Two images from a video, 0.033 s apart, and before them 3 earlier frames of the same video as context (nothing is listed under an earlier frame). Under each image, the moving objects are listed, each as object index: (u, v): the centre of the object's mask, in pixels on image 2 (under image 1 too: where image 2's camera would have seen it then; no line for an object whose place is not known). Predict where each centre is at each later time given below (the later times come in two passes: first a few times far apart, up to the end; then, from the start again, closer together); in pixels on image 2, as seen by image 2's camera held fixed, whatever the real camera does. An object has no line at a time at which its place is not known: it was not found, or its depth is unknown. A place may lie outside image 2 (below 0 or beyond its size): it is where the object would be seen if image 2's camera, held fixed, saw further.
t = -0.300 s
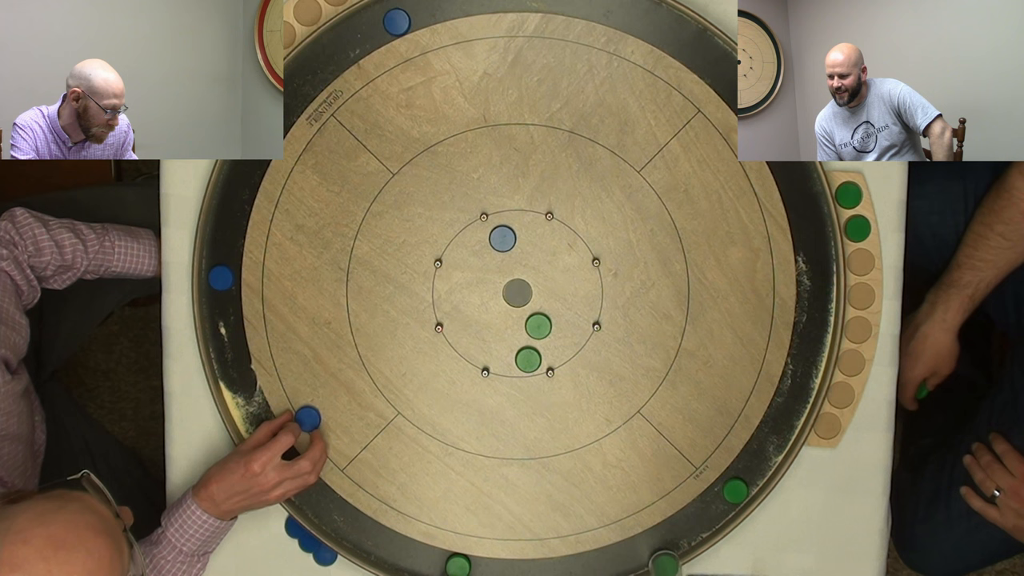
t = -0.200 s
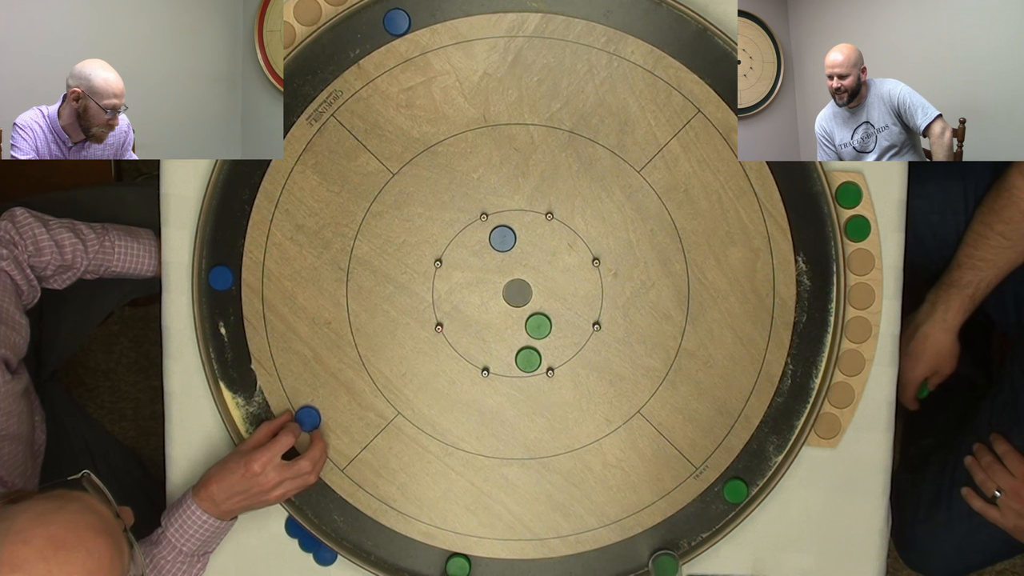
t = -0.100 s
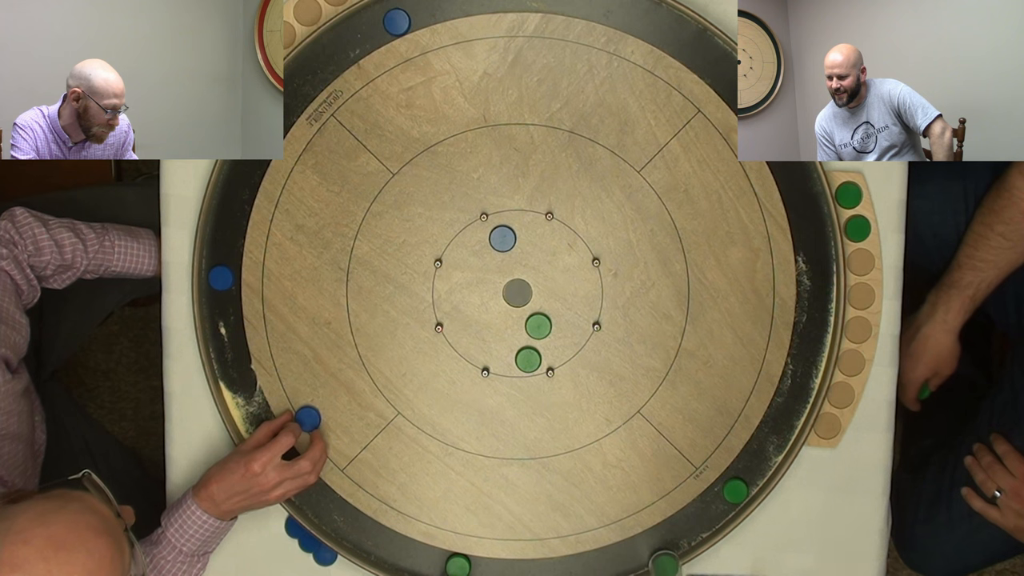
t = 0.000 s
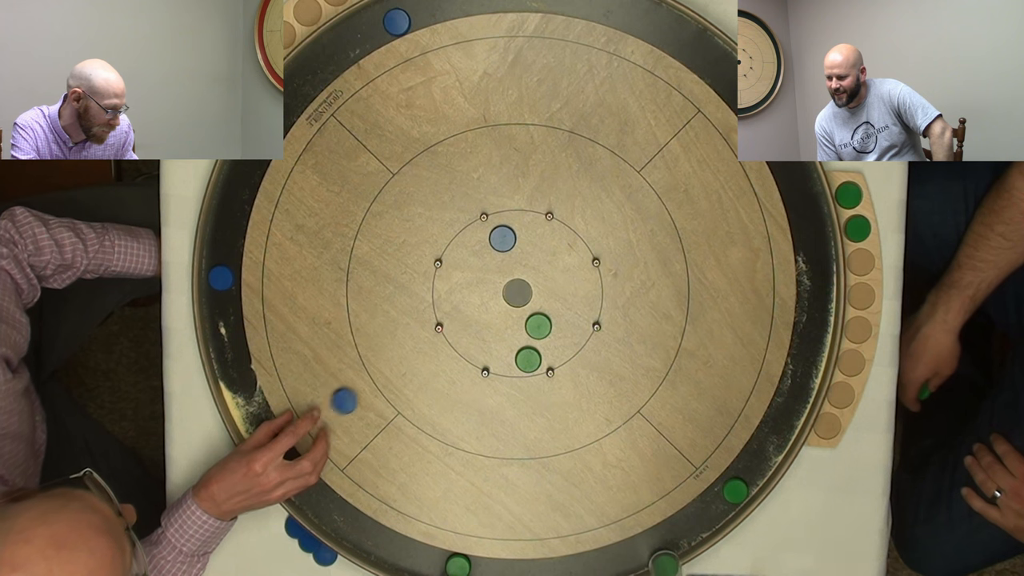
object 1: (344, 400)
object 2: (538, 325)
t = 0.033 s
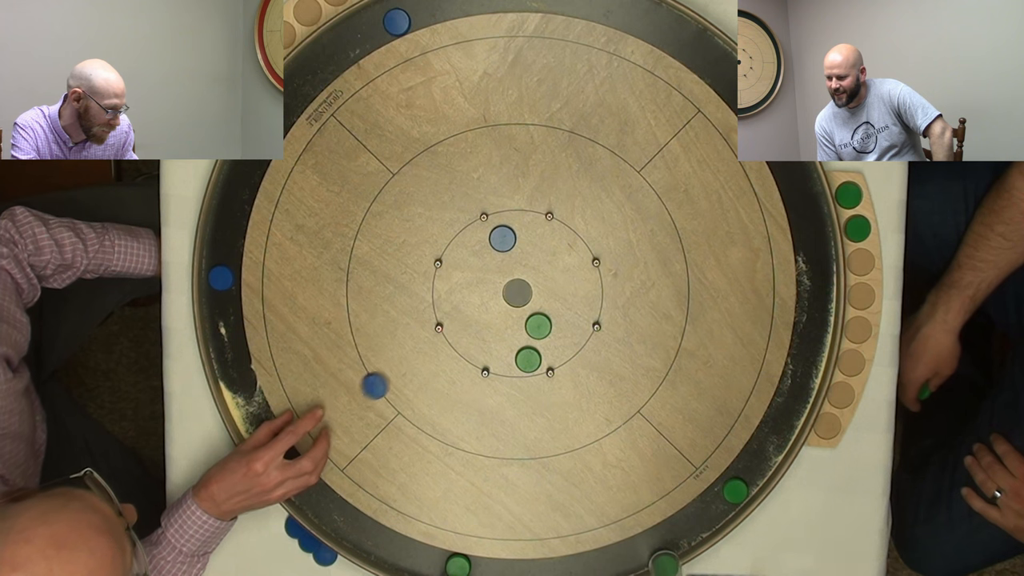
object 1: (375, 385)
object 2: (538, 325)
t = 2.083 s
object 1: (533, 239)
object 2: (569, 369)
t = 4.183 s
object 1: (533, 239)
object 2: (569, 369)
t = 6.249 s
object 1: (533, 239)
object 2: (569, 369)
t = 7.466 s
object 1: (533, 239)
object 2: (569, 369)
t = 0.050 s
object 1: (390, 378)
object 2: (538, 325)
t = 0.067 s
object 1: (405, 370)
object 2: (538, 325)
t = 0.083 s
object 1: (420, 363)
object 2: (538, 325)
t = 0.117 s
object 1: (449, 348)
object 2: (538, 325)
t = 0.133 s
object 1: (463, 341)
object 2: (538, 325)
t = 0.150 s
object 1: (477, 334)
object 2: (538, 325)
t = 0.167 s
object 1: (490, 328)
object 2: (538, 325)
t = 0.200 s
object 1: (514, 314)
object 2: (541, 326)
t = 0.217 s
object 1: (518, 306)
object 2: (550, 328)
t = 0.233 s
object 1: (522, 298)
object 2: (558, 330)
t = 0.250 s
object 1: (525, 290)
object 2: (566, 332)
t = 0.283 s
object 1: (529, 280)
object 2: (581, 336)
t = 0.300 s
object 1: (530, 275)
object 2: (581, 339)
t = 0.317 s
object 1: (531, 272)
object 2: (579, 343)
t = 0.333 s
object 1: (532, 268)
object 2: (577, 347)
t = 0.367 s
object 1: (533, 262)
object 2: (574, 354)
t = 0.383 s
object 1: (533, 258)
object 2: (573, 357)
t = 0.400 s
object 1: (533, 256)
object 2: (571, 360)
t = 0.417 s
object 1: (534, 253)
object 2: (570, 362)
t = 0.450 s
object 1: (534, 249)
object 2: (568, 366)
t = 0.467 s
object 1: (533, 247)
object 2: (567, 368)
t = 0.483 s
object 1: (533, 245)
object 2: (568, 369)
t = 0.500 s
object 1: (532, 243)
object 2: (569, 369)
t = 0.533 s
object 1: (531, 241)
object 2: (569, 369)
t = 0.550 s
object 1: (531, 240)
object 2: (569, 369)
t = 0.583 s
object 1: (530, 239)
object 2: (569, 369)
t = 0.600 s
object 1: (530, 239)
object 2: (569, 369)
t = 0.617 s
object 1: (531, 239)
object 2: (569, 369)
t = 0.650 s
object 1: (531, 239)
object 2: (569, 369)
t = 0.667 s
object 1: (532, 239)
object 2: (569, 369)
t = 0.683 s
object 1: (532, 239)
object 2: (569, 369)
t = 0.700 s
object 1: (532, 239)
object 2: (569, 369)
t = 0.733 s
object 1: (532, 238)
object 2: (569, 369)
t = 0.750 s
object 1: (532, 238)
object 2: (569, 369)
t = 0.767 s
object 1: (532, 238)
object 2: (569, 369)
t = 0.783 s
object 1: (532, 238)
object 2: (569, 369)
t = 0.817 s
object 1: (532, 238)
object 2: (569, 369)
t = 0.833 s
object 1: (532, 238)
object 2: (569, 369)
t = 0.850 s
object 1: (532, 238)
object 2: (569, 369)
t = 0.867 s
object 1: (533, 238)
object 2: (569, 369)
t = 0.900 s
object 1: (533, 238)
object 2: (569, 369)
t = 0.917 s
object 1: (533, 239)
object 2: (569, 369)
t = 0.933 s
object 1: (533, 238)
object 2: (569, 369)
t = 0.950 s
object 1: (533, 239)
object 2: (569, 369)
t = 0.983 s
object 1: (533, 239)
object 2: (569, 369)
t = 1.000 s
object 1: (533, 239)
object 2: (569, 369)
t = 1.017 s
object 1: (533, 239)
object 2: (569, 369)
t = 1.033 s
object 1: (533, 239)
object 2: (569, 369)
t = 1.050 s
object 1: (533, 239)
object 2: (569, 369)
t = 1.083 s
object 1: (533, 239)
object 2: (569, 369)
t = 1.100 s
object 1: (533, 239)
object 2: (569, 369)
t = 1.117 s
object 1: (533, 239)
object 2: (569, 369)
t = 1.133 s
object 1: (533, 239)
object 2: (569, 369)
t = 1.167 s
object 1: (533, 239)
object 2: (569, 369)
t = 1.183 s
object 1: (533, 239)
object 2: (569, 369)
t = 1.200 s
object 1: (533, 239)
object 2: (569, 369)
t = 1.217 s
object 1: (533, 239)
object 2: (569, 369)
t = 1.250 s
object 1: (533, 239)
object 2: (569, 369)
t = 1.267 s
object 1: (533, 239)
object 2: (569, 369)
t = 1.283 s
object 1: (533, 239)
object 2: (569, 369)
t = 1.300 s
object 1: (533, 239)
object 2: (569, 369)
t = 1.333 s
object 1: (533, 239)
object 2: (569, 369)
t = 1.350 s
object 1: (533, 239)
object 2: (569, 369)
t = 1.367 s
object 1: (533, 239)
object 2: (569, 369)
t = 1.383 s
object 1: (533, 239)
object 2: (569, 369)
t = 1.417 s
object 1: (533, 239)
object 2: (569, 369)
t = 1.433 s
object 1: (533, 239)
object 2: (569, 369)
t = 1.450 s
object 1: (533, 239)
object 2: (569, 369)
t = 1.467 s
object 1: (533, 239)
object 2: (569, 369)
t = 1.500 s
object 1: (533, 239)
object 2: (569, 369)
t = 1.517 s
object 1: (533, 239)
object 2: (569, 369)
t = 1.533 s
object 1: (533, 239)
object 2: (569, 369)
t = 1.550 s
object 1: (533, 239)
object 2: (569, 369)
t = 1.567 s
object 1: (533, 239)
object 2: (569, 369)
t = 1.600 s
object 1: (533, 239)
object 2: (569, 369)
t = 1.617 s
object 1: (533, 239)
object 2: (569, 369)
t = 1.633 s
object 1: (533, 239)
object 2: (569, 369)
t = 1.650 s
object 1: (533, 239)
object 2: (569, 369)
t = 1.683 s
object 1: (533, 239)
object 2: (569, 369)
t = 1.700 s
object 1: (533, 239)
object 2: (569, 369)
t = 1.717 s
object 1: (533, 239)
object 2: (569, 369)
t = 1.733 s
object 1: (533, 239)
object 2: (569, 369)
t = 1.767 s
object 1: (533, 239)
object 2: (569, 369)
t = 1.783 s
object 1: (533, 239)
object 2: (569, 369)
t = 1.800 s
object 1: (533, 239)
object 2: (569, 369)
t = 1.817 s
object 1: (533, 239)
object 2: (569, 369)
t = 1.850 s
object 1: (533, 239)
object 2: (569, 369)
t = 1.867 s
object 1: (533, 239)
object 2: (569, 369)
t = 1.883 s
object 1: (533, 239)
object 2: (569, 369)
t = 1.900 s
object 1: (533, 239)
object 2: (569, 369)
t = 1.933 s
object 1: (533, 239)
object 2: (569, 369)
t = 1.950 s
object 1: (533, 239)
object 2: (569, 369)
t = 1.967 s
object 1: (533, 239)
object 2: (569, 369)
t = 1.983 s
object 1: (533, 239)
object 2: (569, 369)
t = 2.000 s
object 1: (533, 239)
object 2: (569, 369)
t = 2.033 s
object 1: (533, 239)
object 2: (569, 369)
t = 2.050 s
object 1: (533, 239)
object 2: (569, 369)
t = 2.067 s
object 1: (533, 239)
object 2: (569, 369)
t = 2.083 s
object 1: (533, 239)
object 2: (569, 369)
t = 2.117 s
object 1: (533, 239)
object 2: (569, 369)
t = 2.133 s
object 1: (533, 239)
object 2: (569, 369)
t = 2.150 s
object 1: (533, 239)
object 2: (569, 369)
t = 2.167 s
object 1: (533, 239)
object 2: (569, 369)
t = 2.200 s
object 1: (533, 239)
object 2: (569, 369)
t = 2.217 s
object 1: (533, 239)
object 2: (569, 369)
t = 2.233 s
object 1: (533, 239)
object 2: (569, 369)
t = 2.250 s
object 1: (533, 239)
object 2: (569, 369)
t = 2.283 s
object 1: (533, 239)
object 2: (569, 369)
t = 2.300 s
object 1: (533, 239)
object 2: (569, 369)
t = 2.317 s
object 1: (533, 239)
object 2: (569, 369)
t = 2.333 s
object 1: (533, 239)
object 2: (569, 369)
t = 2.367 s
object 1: (533, 239)
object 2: (569, 369)
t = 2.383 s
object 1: (533, 239)
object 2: (569, 369)
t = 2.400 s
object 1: (533, 239)
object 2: (569, 369)
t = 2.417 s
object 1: (533, 239)
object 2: (569, 369)
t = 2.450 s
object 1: (533, 239)
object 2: (569, 369)
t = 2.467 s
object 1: (533, 239)
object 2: (569, 369)
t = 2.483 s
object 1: (533, 239)
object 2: (569, 369)
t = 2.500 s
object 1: (533, 239)
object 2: (569, 369)
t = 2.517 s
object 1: (533, 239)
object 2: (569, 369)
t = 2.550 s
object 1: (533, 239)
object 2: (569, 369)
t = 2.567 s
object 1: (533, 239)
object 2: (569, 369)
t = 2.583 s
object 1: (533, 239)
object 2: (569, 369)
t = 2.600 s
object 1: (533, 239)
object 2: (569, 369)
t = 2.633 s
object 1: (533, 239)
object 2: (569, 369)
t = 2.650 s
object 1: (533, 239)
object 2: (569, 369)
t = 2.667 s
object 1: (533, 239)
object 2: (569, 369)
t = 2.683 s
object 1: (533, 239)
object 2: (569, 369)
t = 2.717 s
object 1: (533, 239)
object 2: (569, 369)
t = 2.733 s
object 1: (533, 239)
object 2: (569, 369)
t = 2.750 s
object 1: (533, 239)
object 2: (569, 369)
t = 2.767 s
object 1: (533, 239)
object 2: (569, 369)
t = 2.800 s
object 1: (533, 239)
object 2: (569, 369)
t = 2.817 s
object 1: (533, 239)
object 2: (569, 369)
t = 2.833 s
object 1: (533, 239)
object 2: (569, 369)
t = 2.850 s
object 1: (533, 239)
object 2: (569, 369)
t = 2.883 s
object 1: (533, 239)
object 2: (569, 369)
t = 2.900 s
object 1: (533, 239)
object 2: (569, 369)
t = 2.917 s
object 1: (533, 239)
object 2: (569, 369)
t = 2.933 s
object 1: (533, 239)
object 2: (569, 369)
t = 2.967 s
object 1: (533, 239)
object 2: (569, 369)
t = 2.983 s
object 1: (533, 239)
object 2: (569, 369)
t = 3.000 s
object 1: (533, 239)
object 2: (569, 369)
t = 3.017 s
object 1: (533, 239)
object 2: (569, 369)
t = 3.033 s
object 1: (533, 239)
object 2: (569, 369)
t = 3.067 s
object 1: (533, 239)
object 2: (569, 369)
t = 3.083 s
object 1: (533, 239)
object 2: (569, 369)
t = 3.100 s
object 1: (533, 239)
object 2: (569, 369)
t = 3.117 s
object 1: (533, 239)
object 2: (569, 369)
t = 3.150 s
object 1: (533, 239)
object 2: (569, 369)
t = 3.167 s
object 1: (533, 239)
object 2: (569, 369)
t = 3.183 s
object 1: (533, 239)
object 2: (569, 369)
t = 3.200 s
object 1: (533, 239)
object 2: (569, 369)
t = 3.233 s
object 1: (533, 239)
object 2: (569, 369)
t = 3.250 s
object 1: (533, 239)
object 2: (569, 369)
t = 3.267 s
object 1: (533, 239)
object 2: (569, 369)
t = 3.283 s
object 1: (533, 239)
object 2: (569, 369)
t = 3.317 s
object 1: (533, 239)
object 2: (569, 369)
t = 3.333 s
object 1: (533, 239)
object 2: (569, 369)
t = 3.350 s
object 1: (533, 239)
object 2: (569, 369)
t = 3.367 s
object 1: (533, 239)
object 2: (569, 369)
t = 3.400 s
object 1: (533, 239)
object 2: (569, 369)
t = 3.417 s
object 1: (533, 239)
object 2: (569, 369)
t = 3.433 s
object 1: (533, 239)
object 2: (569, 369)
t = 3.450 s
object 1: (533, 239)
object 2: (569, 369)
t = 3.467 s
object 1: (533, 239)
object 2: (569, 369)
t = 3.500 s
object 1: (533, 239)
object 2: (569, 369)
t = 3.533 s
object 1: (533, 239)
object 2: (569, 369)
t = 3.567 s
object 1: (533, 239)
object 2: (569, 369)
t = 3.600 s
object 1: (533, 239)
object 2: (569, 369)
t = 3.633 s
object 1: (533, 239)
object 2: (569, 369)
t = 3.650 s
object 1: (533, 239)
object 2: (569, 369)
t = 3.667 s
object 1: (533, 239)
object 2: (569, 369)
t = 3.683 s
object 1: (533, 239)
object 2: (569, 369)
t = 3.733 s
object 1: (533, 239)
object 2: (569, 369)
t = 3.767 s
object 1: (533, 239)
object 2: (569, 369)
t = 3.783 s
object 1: (533, 239)
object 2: (569, 369)
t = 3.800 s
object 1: (533, 239)
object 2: (569, 369)
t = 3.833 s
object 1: (533, 239)
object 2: (569, 369)
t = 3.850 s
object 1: (533, 239)
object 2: (569, 369)
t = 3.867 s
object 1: (533, 239)
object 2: (569, 369)
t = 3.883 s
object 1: (533, 239)
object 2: (569, 369)
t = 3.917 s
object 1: (533, 239)
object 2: (569, 369)
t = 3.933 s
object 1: (533, 239)
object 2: (569, 369)
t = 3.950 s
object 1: (533, 239)
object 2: (569, 369)
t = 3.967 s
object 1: (533, 239)
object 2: (569, 369)
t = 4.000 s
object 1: (533, 239)
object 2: (569, 369)
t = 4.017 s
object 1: (533, 239)
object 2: (569, 369)
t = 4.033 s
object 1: (533, 239)
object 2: (569, 369)
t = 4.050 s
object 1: (533, 239)
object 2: (569, 369)
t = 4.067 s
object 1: (533, 239)
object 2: (569, 369)
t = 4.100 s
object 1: (533, 239)
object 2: (569, 369)
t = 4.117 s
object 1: (533, 239)
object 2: (569, 369)
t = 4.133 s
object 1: (533, 239)
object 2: (569, 369)
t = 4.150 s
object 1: (533, 239)
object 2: (569, 369)
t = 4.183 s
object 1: (533, 239)
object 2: (569, 369)
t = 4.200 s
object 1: (533, 239)
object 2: (569, 369)
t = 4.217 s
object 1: (533, 239)
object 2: (569, 369)
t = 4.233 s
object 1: (533, 239)
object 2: (569, 369)
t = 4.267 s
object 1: (533, 239)
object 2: (569, 369)
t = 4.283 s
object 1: (533, 239)
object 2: (569, 369)
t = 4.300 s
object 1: (533, 239)
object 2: (569, 369)
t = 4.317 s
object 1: (533, 239)
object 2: (569, 369)
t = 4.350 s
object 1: (533, 239)
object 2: (569, 369)
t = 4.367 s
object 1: (533, 239)
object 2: (569, 369)
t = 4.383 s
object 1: (533, 239)
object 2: (569, 369)
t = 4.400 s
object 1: (533, 239)
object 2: (569, 369)
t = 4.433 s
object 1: (533, 239)
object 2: (569, 369)
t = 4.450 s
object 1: (533, 239)
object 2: (569, 369)
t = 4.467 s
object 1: (533, 239)
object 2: (569, 369)
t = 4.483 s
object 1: (533, 239)
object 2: (569, 369)
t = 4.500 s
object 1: (533, 239)
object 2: (569, 369)
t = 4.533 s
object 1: (533, 239)
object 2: (569, 369)
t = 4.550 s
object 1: (533, 239)
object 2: (569, 369)
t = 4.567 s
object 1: (533, 239)
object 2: (569, 369)
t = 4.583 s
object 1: (533, 239)
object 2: (569, 369)
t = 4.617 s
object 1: (533, 239)
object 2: (569, 369)
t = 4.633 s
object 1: (533, 239)
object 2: (569, 369)
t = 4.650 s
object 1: (533, 239)
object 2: (569, 369)
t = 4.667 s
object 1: (533, 239)
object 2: (569, 369)
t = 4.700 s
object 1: (533, 239)
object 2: (569, 369)
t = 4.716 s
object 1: (533, 239)
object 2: (569, 369)
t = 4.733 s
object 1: (533, 239)
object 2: (569, 369)
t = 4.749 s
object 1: (533, 239)
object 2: (569, 369)
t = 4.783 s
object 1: (533, 239)
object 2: (569, 369)
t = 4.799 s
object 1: (533, 239)
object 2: (569, 369)
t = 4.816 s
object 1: (533, 239)
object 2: (569, 369)
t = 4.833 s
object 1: (533, 239)
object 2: (569, 369)
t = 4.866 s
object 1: (533, 239)
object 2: (569, 369)
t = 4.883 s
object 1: (533, 239)
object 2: (569, 369)
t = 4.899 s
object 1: (533, 239)
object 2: (569, 369)
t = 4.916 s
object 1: (533, 239)
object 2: (569, 369)
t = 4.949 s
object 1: (533, 239)
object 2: (569, 369)
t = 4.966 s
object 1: (533, 239)
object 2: (569, 369)
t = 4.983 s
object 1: (533, 239)
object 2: (569, 369)
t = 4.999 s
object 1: (533, 239)
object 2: (569, 369)
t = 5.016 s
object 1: (533, 239)
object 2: (569, 369)
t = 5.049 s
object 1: (533, 239)
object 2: (569, 369)
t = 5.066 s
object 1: (533, 239)
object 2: (569, 369)
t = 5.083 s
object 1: (533, 239)
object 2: (569, 369)
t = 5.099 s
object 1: (533, 239)
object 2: (569, 369)
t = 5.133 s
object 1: (533, 239)
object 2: (569, 369)
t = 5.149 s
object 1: (533, 239)
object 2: (569, 369)
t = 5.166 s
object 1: (533, 239)
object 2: (569, 369)
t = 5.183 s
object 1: (533, 239)
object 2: (569, 369)
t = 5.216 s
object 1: (533, 239)
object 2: (569, 369)
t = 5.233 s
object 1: (533, 239)
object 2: (569, 369)
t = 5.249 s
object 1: (533, 239)
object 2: (569, 369)
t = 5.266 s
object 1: (533, 239)
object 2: (569, 369)
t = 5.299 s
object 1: (533, 239)
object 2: (569, 369)
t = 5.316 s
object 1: (533, 239)
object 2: (569, 369)
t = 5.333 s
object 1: (533, 239)
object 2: (569, 369)
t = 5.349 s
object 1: (533, 239)
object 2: (569, 369)
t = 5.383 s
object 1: (533, 239)
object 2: (569, 369)
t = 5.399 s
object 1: (533, 239)
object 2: (569, 369)
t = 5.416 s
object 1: (533, 239)
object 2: (569, 369)
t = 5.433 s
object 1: (533, 239)
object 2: (569, 369)
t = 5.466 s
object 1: (533, 239)
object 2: (569, 369)
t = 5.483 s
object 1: (533, 239)
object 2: (569, 369)
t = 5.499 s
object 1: (533, 239)
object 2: (569, 369)
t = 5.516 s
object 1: (533, 239)
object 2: (569, 369)
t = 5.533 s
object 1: (533, 239)
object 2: (569, 369)
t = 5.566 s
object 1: (533, 239)
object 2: (569, 369)
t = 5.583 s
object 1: (533, 239)
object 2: (569, 369)
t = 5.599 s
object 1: (533, 239)
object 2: (569, 369)
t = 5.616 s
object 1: (533, 239)
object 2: (569, 369)
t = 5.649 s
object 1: (533, 239)
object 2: (569, 369)
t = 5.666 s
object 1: (533, 239)
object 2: (569, 369)
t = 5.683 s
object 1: (533, 239)
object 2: (569, 369)
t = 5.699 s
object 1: (533, 239)
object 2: (569, 369)
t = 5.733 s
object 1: (533, 239)
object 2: (569, 369)
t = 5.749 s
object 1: (533, 239)
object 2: (569, 369)
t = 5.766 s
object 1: (533, 239)
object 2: (569, 369)
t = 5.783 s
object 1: (533, 239)
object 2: (569, 369)
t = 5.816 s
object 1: (533, 239)
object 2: (569, 369)
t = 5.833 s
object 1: (533, 239)
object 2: (569, 369)
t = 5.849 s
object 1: (533, 239)
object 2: (569, 369)
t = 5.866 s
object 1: (533, 239)
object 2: (569, 369)
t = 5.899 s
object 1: (533, 239)
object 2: (569, 369)
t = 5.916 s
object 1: (533, 239)
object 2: (569, 369)
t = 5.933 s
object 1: (533, 239)
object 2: (569, 369)
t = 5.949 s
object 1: (533, 239)
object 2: (569, 369)
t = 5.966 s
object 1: (533, 239)
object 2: (569, 369)
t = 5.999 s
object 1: (533, 239)
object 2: (569, 369)
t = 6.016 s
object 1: (533, 239)
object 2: (569, 369)
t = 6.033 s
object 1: (533, 239)
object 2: (569, 369)
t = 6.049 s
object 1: (533, 239)
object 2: (569, 369)
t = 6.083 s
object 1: (533, 239)
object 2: (569, 369)
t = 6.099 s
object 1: (533, 239)
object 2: (569, 369)
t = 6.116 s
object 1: (533, 239)
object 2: (569, 369)
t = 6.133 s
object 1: (533, 239)
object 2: (569, 369)
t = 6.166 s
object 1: (533, 239)
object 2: (569, 369)
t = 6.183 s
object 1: (533, 239)
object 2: (569, 369)
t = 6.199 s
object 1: (533, 239)
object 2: (569, 369)
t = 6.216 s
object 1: (533, 239)
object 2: (569, 369)
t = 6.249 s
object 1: (533, 239)
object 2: (569, 369)
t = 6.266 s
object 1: (533, 239)
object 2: (569, 369)
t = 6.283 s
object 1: (533, 239)
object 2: (569, 369)
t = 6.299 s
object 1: (533, 239)
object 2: (569, 369)
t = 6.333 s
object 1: (533, 239)
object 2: (569, 369)
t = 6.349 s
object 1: (533, 239)
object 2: (569, 369)
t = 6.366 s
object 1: (533, 239)
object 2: (569, 369)
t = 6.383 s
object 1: (533, 239)
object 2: (569, 369)
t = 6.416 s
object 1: (533, 239)
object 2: (569, 369)
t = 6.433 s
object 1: (533, 239)
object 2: (569, 369)
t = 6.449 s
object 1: (533, 239)
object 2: (569, 369)
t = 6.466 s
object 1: (533, 239)
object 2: (569, 369)
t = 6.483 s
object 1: (533, 239)
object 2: (569, 369)
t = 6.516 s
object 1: (533, 239)
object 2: (569, 369)
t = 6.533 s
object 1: (533, 239)
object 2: (569, 369)
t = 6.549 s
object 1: (533, 239)
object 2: (569, 369)
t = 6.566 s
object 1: (533, 239)
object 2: (569, 369)
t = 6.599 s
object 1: (533, 239)
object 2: (569, 369)
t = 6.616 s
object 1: (533, 239)
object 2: (569, 369)
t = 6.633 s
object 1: (533, 239)
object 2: (569, 369)
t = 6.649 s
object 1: (533, 239)
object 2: (569, 369)
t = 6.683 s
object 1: (533, 239)
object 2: (569, 369)
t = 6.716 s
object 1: (533, 239)
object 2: (569, 369)
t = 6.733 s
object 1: (533, 239)
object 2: (569, 369)
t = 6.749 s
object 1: (533, 239)
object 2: (569, 369)
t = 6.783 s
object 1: (533, 239)
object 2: (569, 369)
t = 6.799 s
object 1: (533, 239)
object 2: (569, 369)
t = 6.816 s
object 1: (533, 239)
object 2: (569, 369)
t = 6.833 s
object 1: (533, 239)
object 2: (569, 369)
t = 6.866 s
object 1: (533, 239)
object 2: (569, 369)
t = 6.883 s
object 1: (533, 239)
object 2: (569, 369)
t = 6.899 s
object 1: (533, 239)
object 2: (569, 369)
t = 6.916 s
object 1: (533, 239)
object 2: (569, 369)
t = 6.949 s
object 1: (533, 239)
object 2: (569, 369)
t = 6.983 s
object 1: (533, 239)
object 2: (569, 369)
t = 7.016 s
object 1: (533, 239)
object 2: (569, 369)
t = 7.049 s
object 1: (533, 239)
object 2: (569, 369)
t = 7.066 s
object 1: (533, 239)
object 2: (569, 369)
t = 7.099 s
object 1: (533, 239)
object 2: (569, 369)
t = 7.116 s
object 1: (533, 239)
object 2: (569, 369)
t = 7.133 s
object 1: (533, 239)
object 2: (569, 369)
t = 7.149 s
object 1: (533, 239)
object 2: (569, 369)
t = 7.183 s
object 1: (533, 239)
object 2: (569, 369)
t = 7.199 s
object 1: (533, 239)
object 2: (569, 369)
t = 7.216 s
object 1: (533, 239)
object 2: (569, 369)
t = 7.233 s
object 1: (533, 239)
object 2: (569, 369)
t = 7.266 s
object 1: (533, 239)
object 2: (569, 369)
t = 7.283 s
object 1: (533, 239)
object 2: (569, 369)
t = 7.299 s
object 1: (533, 239)
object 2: (569, 369)
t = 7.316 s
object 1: (533, 239)
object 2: (569, 369)
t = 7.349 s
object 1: (533, 239)
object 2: (569, 369)
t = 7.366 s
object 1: (533, 239)
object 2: (569, 369)
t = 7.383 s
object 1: (533, 239)
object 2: (569, 369)
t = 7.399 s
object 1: (533, 239)
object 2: (569, 369)
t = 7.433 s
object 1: (533, 239)
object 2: (569, 369)
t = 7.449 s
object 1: (533, 239)
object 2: (569, 369)
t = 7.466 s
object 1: (533, 239)
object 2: (569, 369)
